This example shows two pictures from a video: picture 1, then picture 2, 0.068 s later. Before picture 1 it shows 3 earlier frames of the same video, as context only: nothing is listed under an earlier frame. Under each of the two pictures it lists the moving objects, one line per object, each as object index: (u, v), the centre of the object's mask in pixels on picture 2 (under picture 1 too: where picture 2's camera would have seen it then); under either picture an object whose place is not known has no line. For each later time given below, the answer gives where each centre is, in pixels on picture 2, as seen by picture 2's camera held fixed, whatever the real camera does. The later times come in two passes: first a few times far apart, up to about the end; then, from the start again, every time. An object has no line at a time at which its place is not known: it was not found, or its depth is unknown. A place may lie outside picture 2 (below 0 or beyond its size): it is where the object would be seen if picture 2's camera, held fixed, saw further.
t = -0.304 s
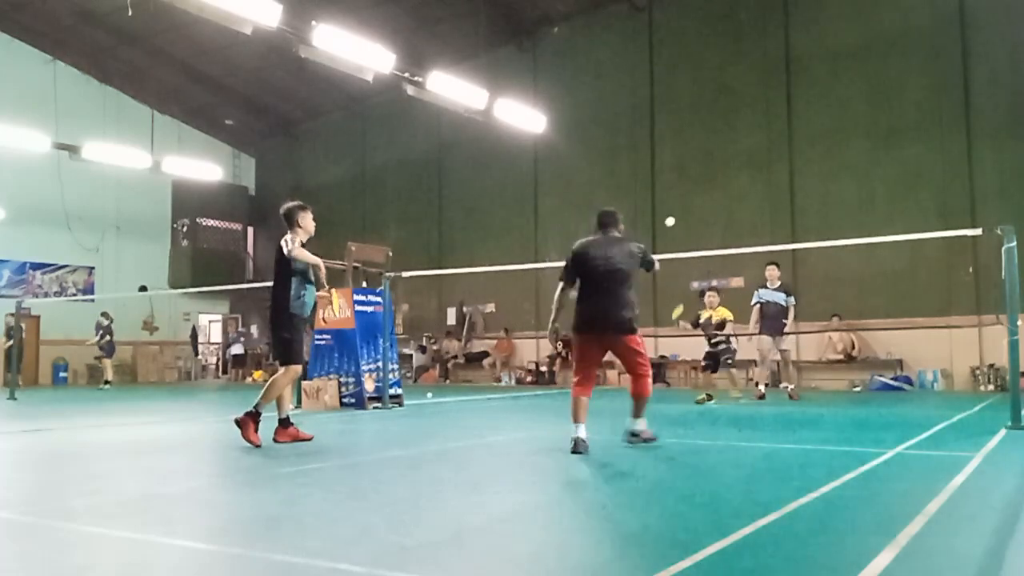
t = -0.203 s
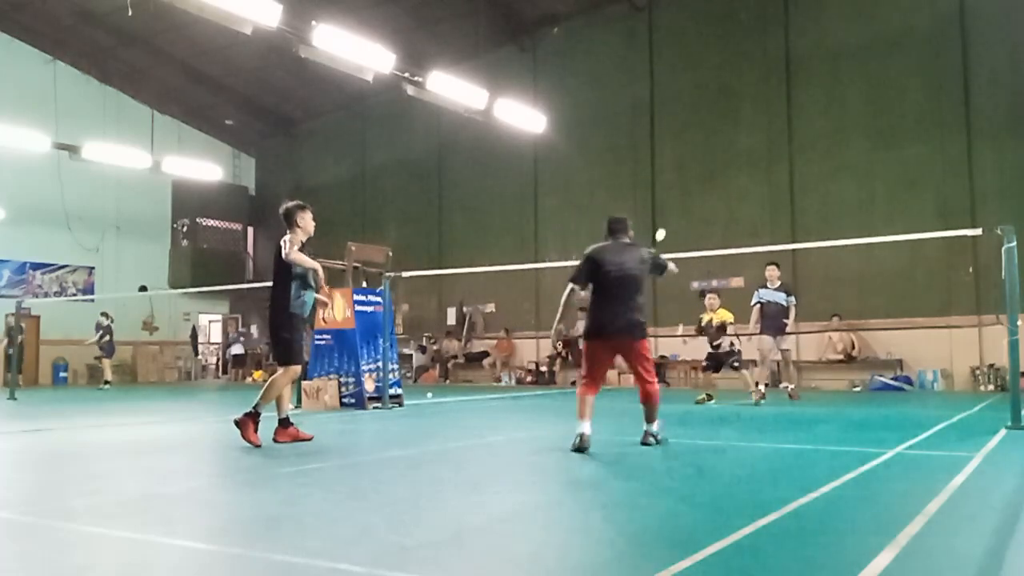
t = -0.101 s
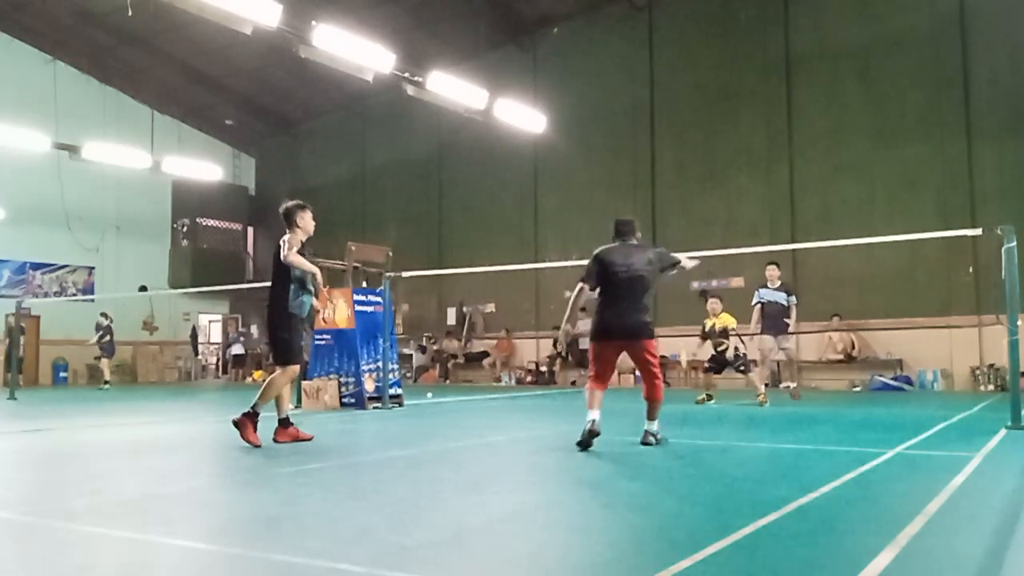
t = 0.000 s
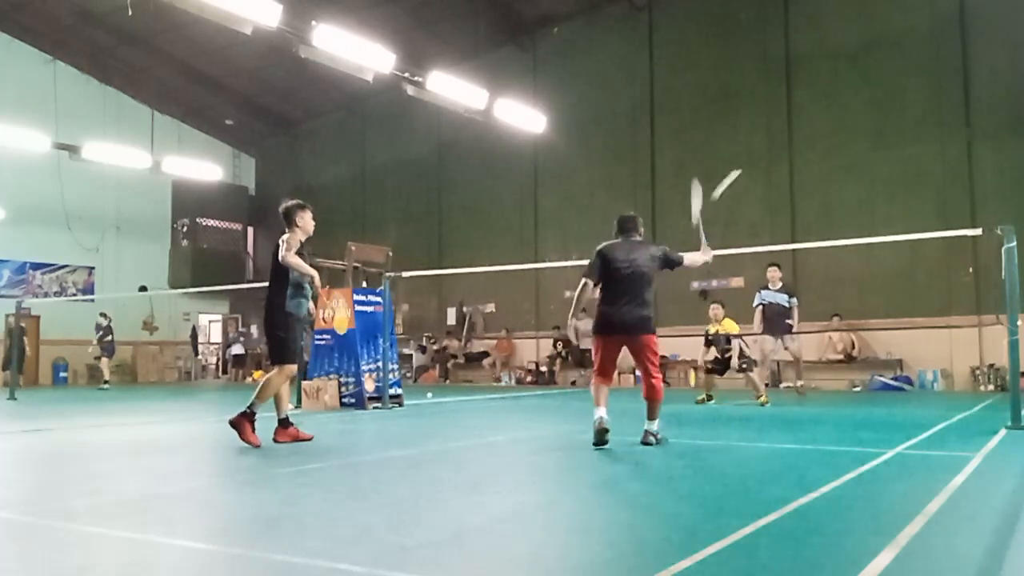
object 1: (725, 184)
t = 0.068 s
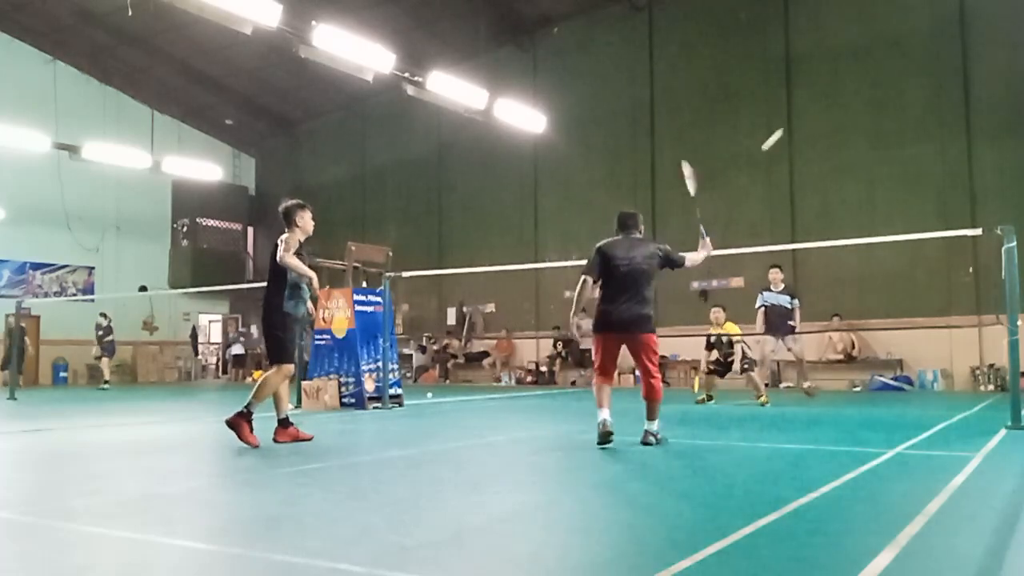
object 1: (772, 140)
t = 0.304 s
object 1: (855, 77)
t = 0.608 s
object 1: (911, 91)
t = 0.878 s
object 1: (945, 147)
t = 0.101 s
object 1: (789, 123)
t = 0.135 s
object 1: (803, 110)
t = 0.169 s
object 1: (816, 99)
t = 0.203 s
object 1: (827, 91)
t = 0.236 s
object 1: (837, 85)
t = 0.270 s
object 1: (846, 81)
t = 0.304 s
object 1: (855, 77)
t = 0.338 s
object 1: (863, 75)
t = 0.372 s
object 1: (870, 74)
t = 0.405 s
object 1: (877, 74)
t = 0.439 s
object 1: (883, 75)
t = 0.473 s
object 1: (889, 77)
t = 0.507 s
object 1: (895, 80)
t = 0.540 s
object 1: (900, 83)
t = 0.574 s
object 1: (906, 87)
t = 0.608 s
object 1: (911, 91)
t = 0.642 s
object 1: (915, 96)
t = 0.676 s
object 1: (920, 102)
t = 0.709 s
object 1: (924, 109)
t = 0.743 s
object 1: (929, 116)
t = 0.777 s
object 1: (933, 123)
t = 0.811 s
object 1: (937, 131)
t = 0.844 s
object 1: (941, 139)
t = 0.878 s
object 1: (945, 147)
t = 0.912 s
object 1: (948, 157)
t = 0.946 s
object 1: (952, 166)
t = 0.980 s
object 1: (955, 176)
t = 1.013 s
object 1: (958, 186)
